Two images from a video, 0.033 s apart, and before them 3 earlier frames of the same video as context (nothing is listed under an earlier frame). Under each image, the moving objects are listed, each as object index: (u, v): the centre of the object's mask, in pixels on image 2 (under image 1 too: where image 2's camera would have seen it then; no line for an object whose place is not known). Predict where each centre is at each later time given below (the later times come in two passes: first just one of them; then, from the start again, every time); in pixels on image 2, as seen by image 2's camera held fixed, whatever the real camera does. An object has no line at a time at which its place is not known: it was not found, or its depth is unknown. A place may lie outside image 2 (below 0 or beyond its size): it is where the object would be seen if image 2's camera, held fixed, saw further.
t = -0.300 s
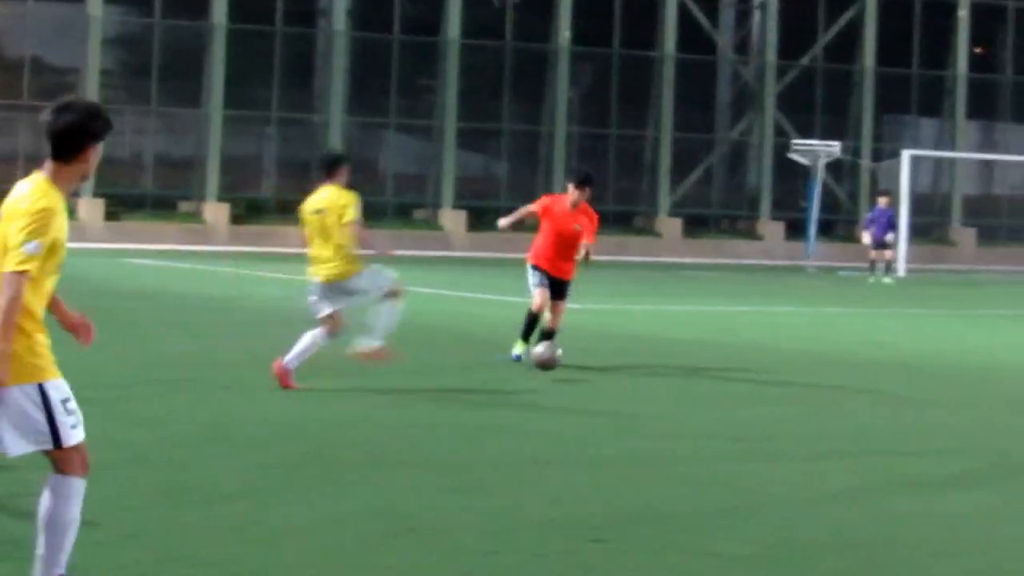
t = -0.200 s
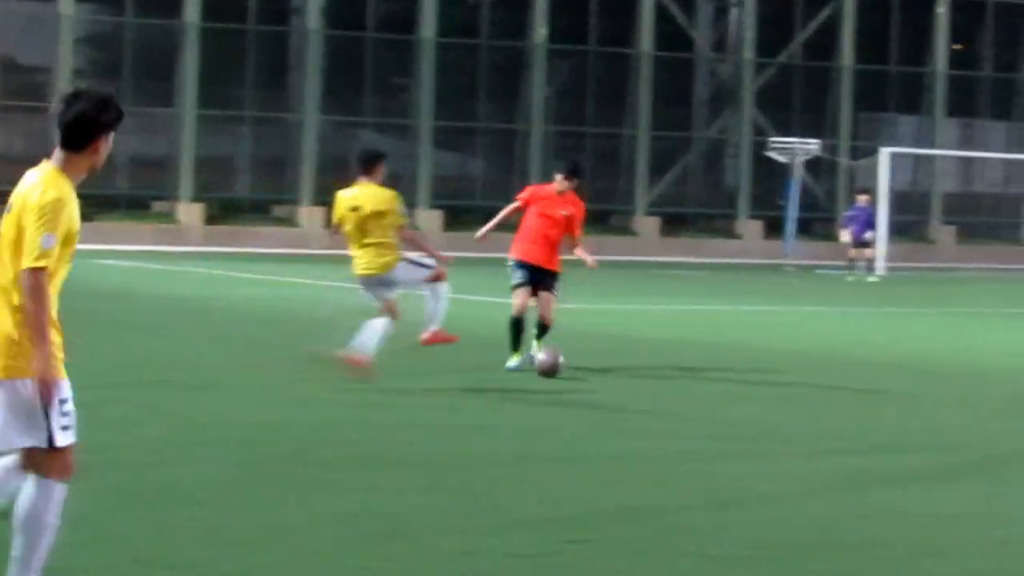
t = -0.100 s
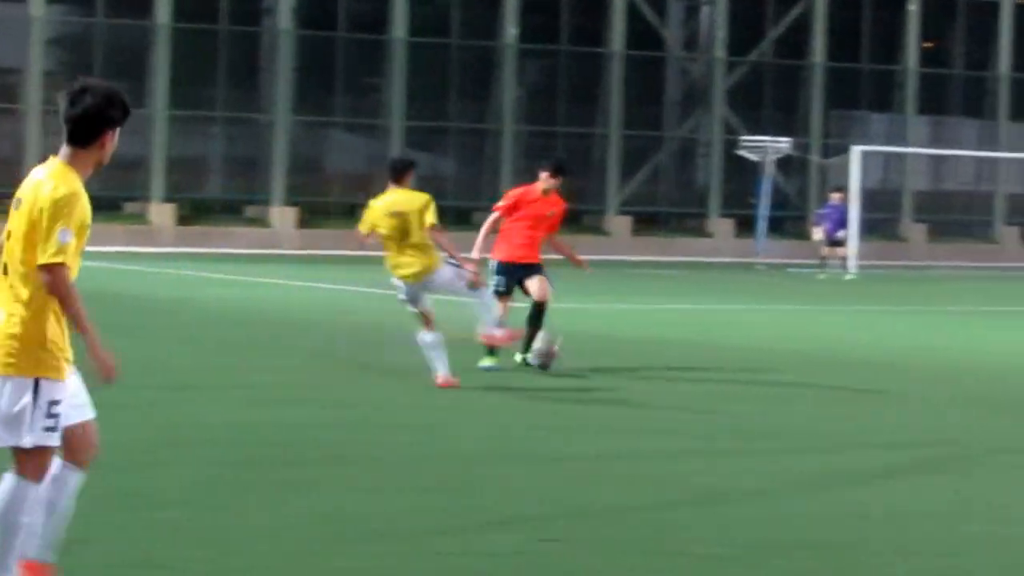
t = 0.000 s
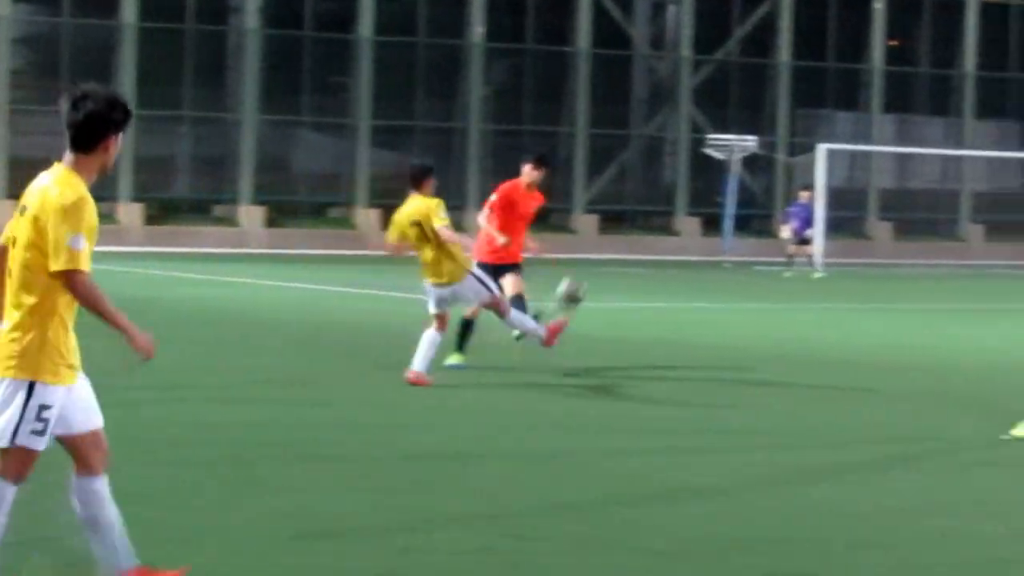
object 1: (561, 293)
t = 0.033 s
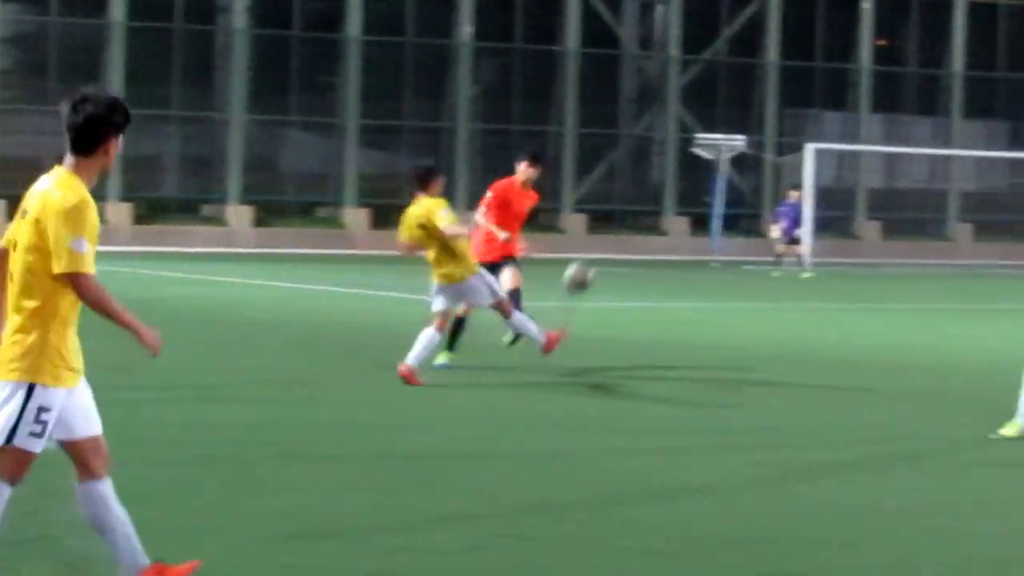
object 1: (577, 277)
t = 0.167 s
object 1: (656, 228)
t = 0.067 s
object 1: (593, 263)
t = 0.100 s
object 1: (610, 249)
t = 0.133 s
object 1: (636, 238)
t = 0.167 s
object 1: (656, 228)
